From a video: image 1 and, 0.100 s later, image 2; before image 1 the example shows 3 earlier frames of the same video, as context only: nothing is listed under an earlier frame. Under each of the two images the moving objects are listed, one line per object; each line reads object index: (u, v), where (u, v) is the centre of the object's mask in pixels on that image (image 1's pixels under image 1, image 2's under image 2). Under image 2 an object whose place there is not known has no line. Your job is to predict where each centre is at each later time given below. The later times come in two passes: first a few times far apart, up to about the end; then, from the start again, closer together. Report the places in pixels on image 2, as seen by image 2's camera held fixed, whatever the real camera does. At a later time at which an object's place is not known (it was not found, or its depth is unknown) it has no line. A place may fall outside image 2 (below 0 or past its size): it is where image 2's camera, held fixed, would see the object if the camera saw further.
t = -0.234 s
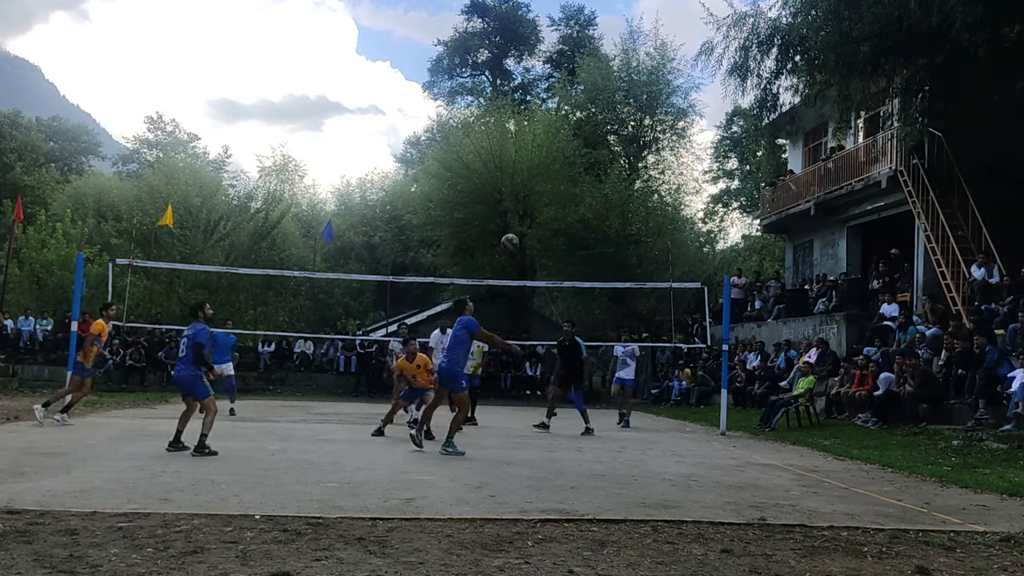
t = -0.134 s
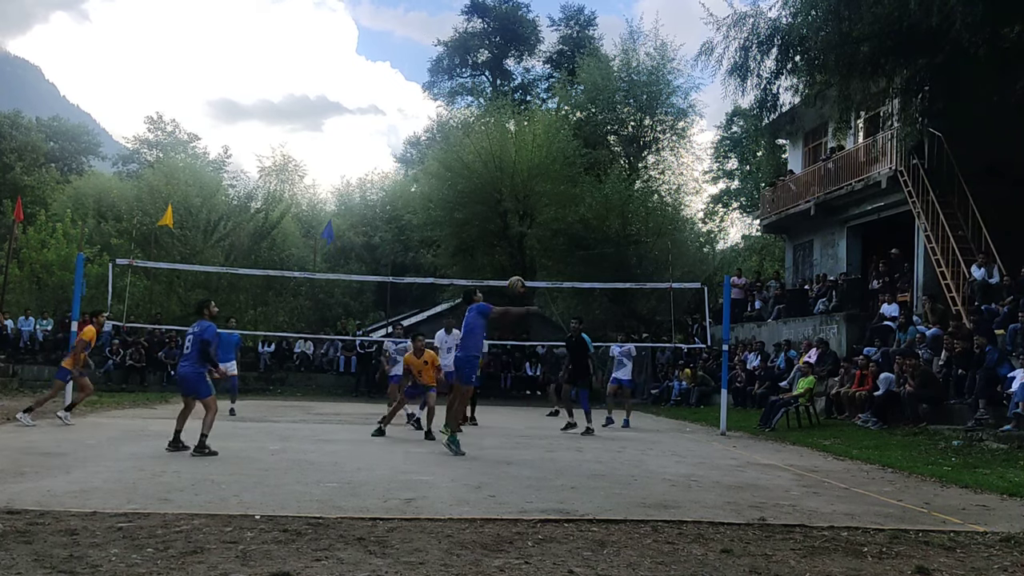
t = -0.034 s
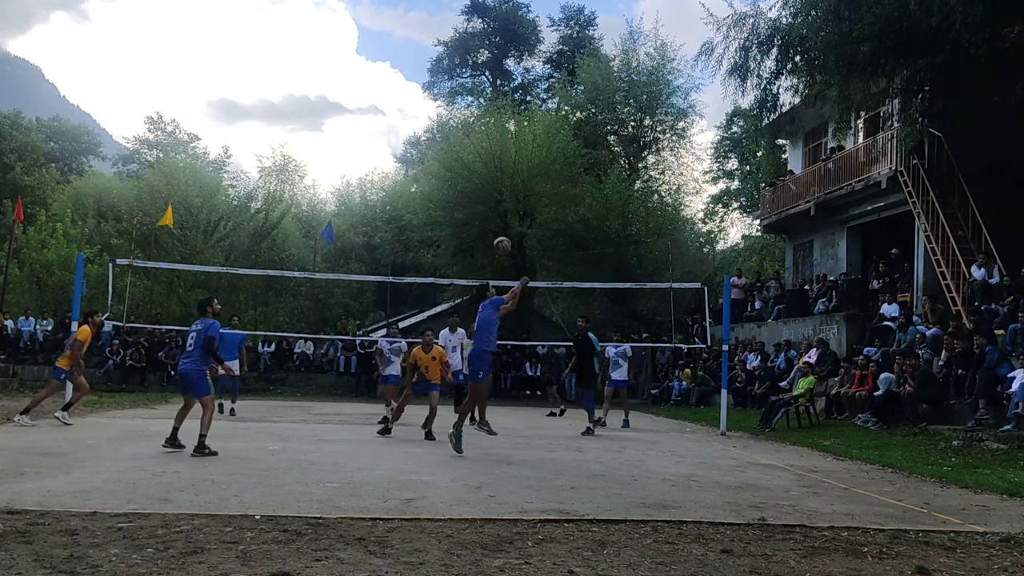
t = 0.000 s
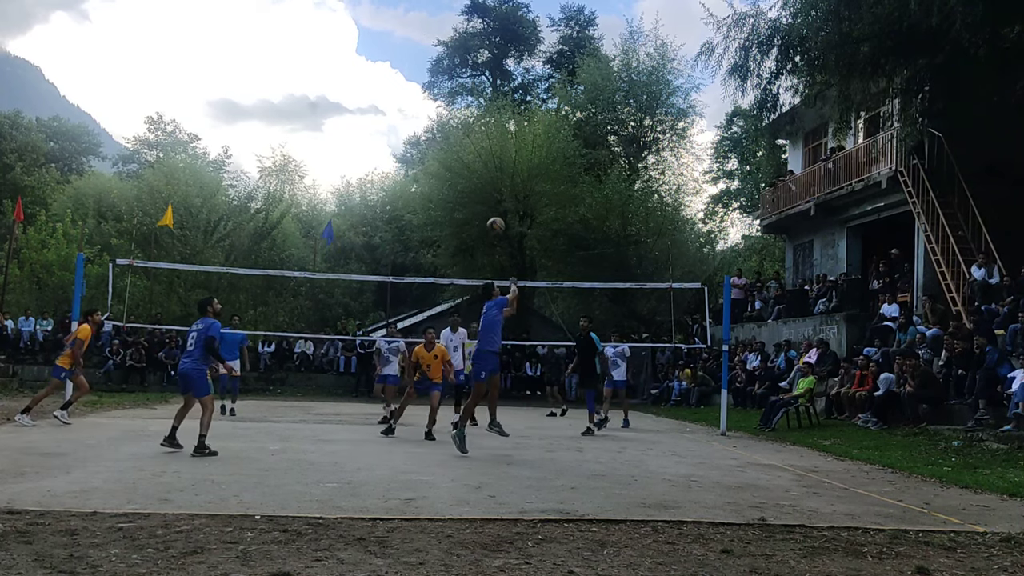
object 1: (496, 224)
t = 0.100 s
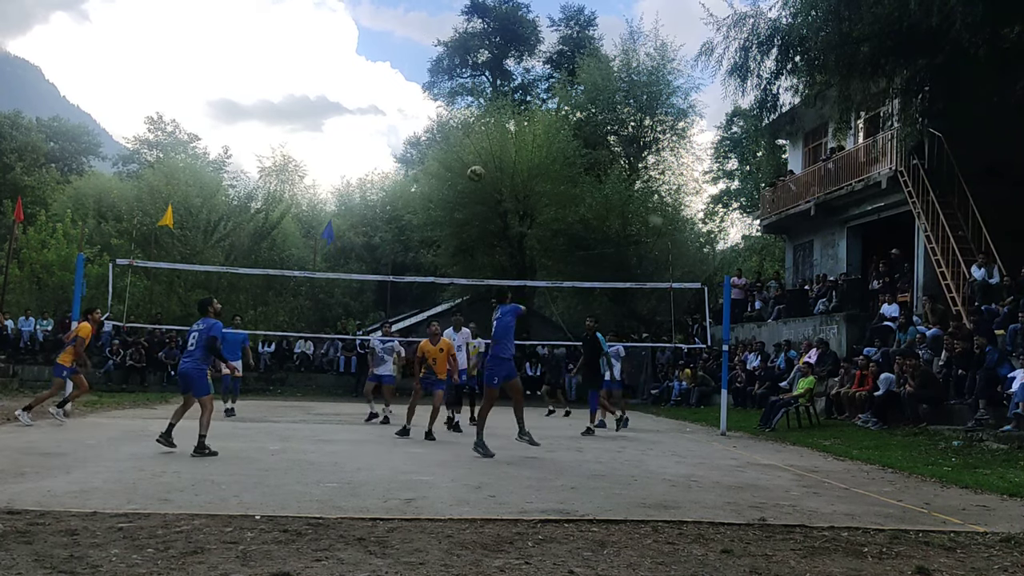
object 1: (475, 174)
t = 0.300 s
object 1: (438, 103)
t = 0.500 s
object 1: (403, 67)
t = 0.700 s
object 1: (370, 59)
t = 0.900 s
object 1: (339, 78)
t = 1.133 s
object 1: (305, 128)
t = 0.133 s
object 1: (469, 159)
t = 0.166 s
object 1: (463, 146)
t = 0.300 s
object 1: (438, 103)
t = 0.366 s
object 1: (426, 87)
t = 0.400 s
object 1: (420, 81)
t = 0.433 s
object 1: (415, 75)
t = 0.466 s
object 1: (409, 70)
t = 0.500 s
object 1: (403, 67)
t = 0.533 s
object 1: (398, 63)
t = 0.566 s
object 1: (392, 61)
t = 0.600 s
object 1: (387, 59)
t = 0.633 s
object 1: (381, 58)
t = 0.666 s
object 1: (376, 58)
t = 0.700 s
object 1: (370, 59)
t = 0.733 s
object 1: (365, 61)
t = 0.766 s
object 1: (360, 63)
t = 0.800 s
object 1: (354, 66)
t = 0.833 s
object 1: (349, 69)
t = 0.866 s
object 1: (344, 73)
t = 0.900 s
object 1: (339, 78)
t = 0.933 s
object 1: (334, 83)
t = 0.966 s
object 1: (329, 89)
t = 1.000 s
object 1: (324, 96)
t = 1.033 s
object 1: (320, 103)
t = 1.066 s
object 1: (315, 111)
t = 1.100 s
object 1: (310, 119)
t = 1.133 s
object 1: (305, 128)
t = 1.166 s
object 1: (300, 137)
